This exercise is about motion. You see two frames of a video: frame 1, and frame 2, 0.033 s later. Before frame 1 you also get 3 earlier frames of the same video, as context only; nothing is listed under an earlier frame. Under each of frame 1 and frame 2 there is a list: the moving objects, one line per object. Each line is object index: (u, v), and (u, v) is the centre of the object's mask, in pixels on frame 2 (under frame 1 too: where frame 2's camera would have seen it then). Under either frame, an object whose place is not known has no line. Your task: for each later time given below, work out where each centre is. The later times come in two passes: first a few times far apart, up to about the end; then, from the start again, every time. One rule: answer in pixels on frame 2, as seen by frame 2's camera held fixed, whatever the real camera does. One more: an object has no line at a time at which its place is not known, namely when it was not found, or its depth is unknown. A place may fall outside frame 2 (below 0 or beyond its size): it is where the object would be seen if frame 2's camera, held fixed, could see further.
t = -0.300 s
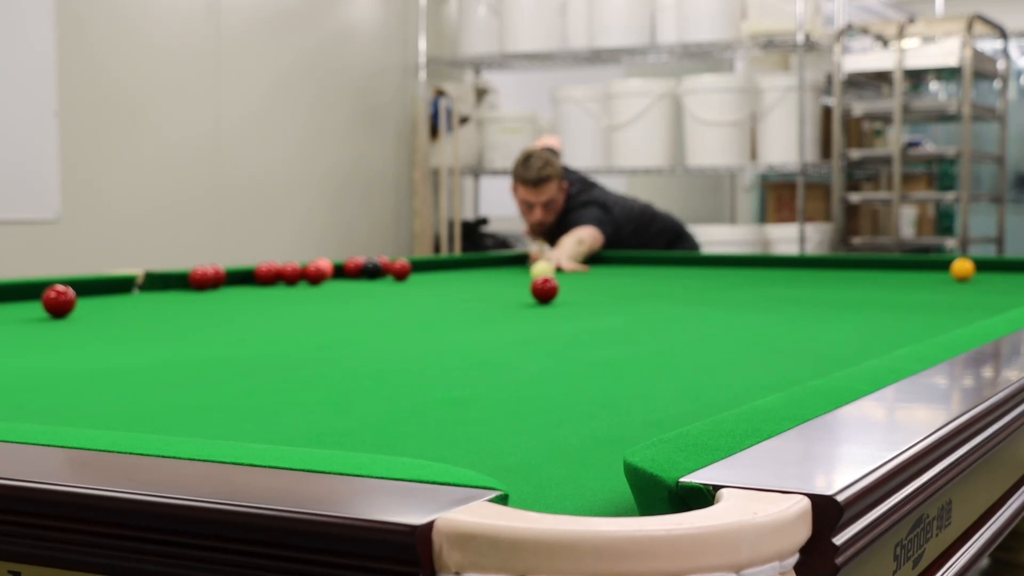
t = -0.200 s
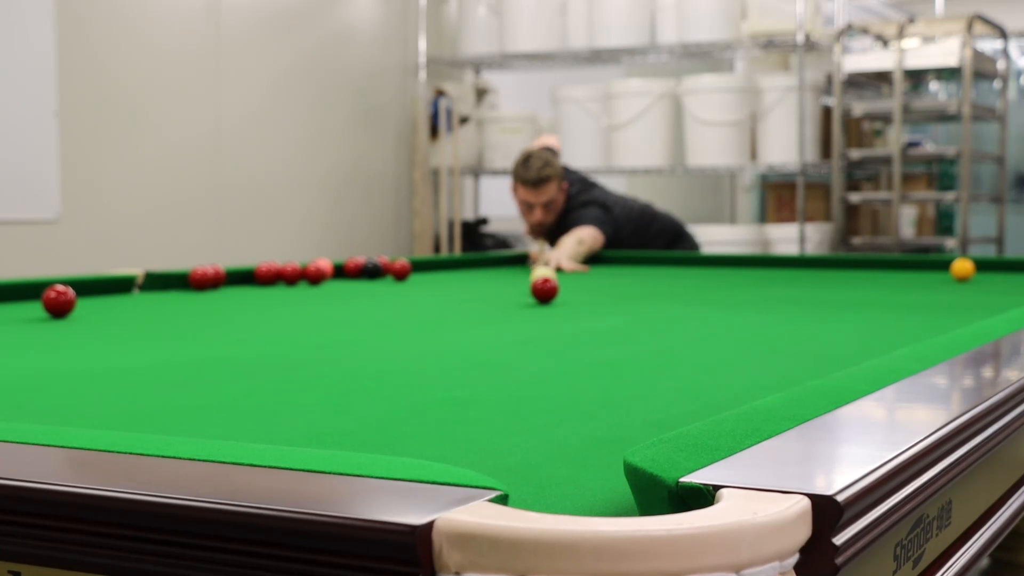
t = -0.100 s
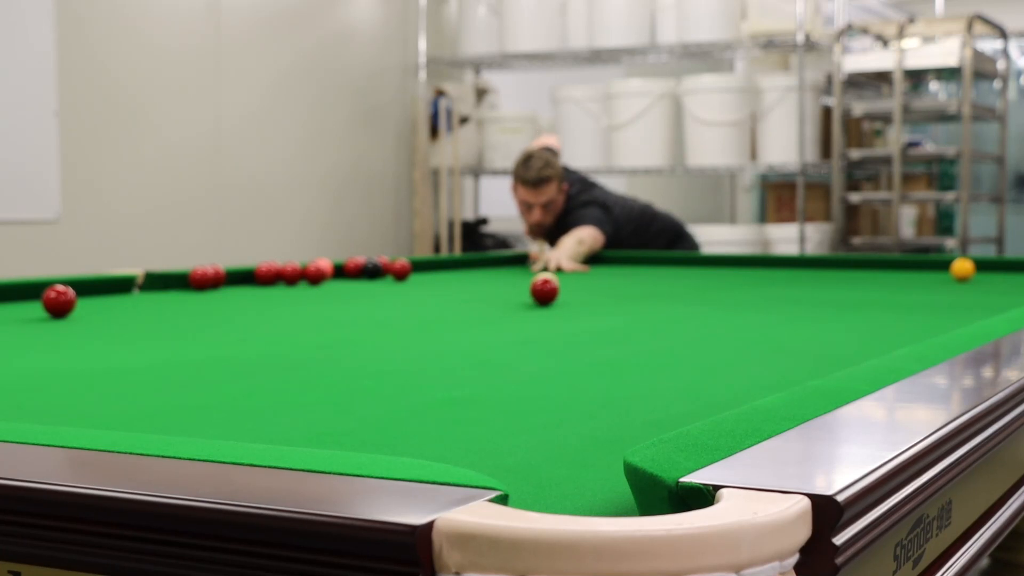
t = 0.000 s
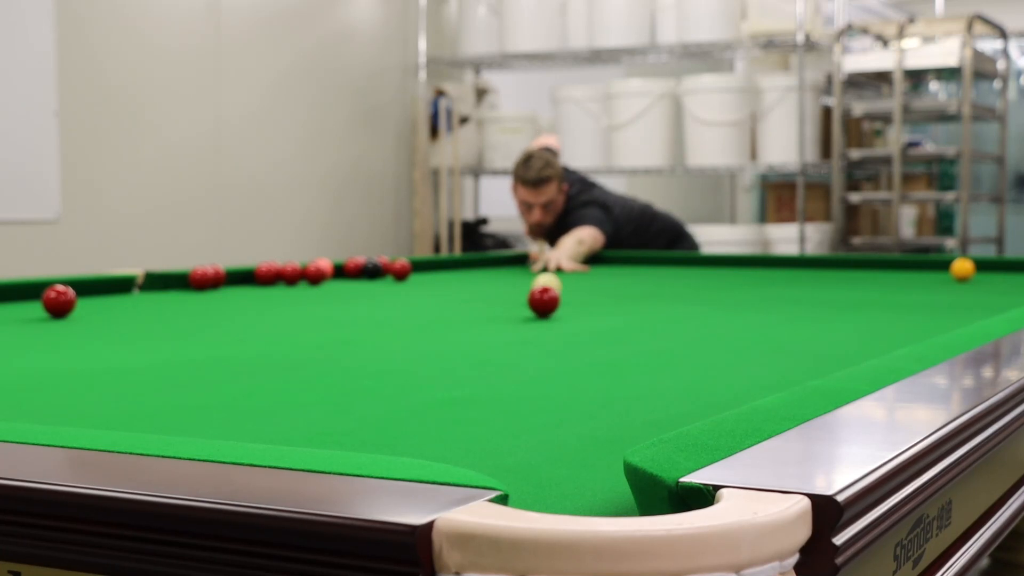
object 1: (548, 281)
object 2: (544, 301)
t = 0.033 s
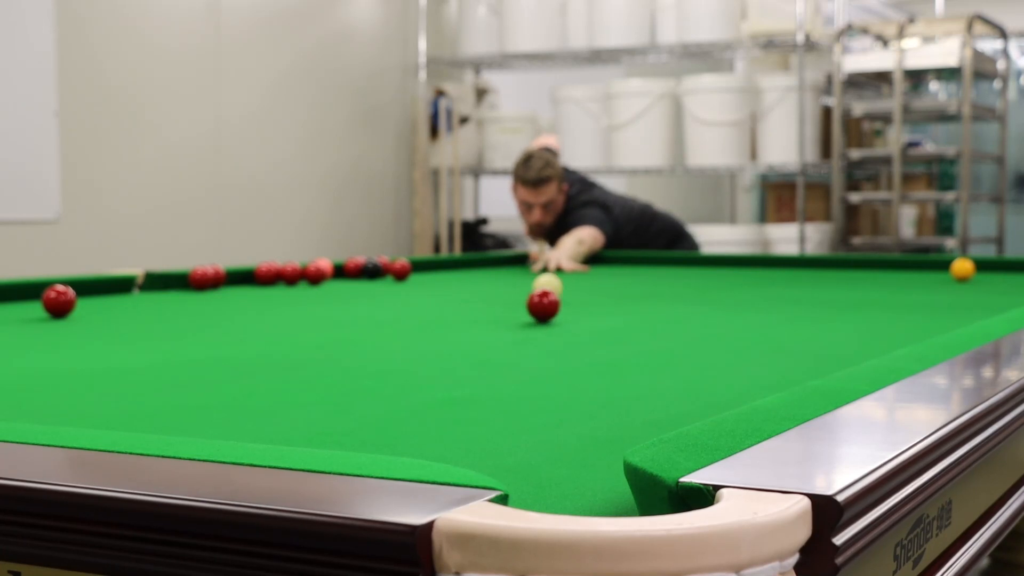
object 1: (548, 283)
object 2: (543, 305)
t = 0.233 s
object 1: (551, 291)
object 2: (541, 331)
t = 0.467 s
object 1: (555, 295)
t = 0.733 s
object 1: (560, 300)
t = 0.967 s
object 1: (565, 305)
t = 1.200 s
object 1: (570, 310)
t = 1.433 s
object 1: (576, 315)
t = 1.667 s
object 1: (581, 320)
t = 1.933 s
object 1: (588, 327)
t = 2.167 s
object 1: (593, 334)
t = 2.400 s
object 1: (599, 341)
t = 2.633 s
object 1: (606, 348)
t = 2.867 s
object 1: (611, 354)
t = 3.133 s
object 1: (619, 362)
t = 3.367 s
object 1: (625, 369)
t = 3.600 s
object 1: (630, 376)
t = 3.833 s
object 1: (636, 383)
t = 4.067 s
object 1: (640, 389)
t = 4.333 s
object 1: (643, 396)
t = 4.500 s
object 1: (645, 401)
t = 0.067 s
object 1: (548, 284)
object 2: (543, 307)
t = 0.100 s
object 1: (549, 286)
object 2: (542, 312)
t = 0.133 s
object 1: (550, 287)
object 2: (542, 317)
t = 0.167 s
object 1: (550, 288)
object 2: (542, 319)
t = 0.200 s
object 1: (550, 290)
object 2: (542, 325)
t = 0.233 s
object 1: (551, 291)
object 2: (541, 331)
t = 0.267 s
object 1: (551, 292)
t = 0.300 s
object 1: (552, 292)
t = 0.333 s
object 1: (553, 293)
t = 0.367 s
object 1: (553, 293)
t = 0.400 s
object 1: (554, 294)
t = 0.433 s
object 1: (554, 295)
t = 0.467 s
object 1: (555, 295)
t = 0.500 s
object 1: (556, 296)
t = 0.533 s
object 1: (556, 296)
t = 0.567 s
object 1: (557, 297)
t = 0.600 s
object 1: (557, 298)
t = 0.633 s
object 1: (558, 298)
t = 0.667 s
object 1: (559, 298)
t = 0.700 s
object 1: (559, 299)
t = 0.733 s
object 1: (560, 300)
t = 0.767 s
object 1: (561, 301)
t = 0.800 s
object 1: (561, 302)
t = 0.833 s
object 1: (562, 302)
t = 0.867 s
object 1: (563, 303)
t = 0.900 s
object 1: (563, 304)
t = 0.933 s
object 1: (564, 304)
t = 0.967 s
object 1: (565, 305)
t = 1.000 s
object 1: (566, 305)
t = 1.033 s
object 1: (566, 306)
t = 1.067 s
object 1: (567, 307)
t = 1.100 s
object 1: (568, 308)
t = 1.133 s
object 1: (569, 308)
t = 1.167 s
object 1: (569, 309)
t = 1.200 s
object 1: (570, 310)
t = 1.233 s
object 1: (571, 311)
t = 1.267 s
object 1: (572, 311)
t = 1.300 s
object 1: (572, 312)
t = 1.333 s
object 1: (573, 313)
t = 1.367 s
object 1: (574, 313)
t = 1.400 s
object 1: (575, 314)
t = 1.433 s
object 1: (576, 315)
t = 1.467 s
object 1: (576, 316)
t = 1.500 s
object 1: (577, 317)
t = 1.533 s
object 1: (578, 318)
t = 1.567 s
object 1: (579, 318)
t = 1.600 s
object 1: (579, 319)
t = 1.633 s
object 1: (580, 320)
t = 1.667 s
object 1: (581, 320)
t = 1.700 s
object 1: (582, 321)
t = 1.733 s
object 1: (583, 322)
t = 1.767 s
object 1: (583, 323)
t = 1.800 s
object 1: (584, 324)
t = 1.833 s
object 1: (585, 325)
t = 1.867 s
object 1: (586, 325)
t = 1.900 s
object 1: (587, 326)
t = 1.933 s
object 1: (588, 327)
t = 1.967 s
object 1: (588, 328)
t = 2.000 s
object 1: (589, 329)
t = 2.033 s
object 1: (590, 330)
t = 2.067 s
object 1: (591, 330)
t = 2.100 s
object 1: (592, 332)
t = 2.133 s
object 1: (593, 333)
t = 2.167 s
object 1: (593, 334)
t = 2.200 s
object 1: (594, 335)
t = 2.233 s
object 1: (595, 336)
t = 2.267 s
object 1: (596, 337)
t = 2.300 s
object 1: (597, 338)
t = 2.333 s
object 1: (598, 339)
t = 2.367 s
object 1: (598, 340)
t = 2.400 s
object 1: (599, 341)
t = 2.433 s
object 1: (600, 342)
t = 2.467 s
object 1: (601, 343)
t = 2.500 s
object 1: (602, 344)
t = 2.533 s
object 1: (603, 345)
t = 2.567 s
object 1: (603, 345)
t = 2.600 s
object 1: (604, 347)
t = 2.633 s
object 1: (606, 348)
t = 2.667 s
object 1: (606, 348)
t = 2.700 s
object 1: (607, 349)
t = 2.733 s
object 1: (608, 350)
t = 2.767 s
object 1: (609, 351)
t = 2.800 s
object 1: (610, 352)
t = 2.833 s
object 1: (611, 353)
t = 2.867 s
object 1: (611, 354)
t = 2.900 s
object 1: (612, 355)
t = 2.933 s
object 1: (613, 356)
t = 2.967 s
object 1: (614, 357)
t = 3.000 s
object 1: (615, 358)
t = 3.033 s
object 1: (616, 359)
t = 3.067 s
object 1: (617, 360)
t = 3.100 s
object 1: (618, 361)
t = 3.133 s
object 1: (619, 362)
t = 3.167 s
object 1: (620, 363)
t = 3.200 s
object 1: (621, 364)
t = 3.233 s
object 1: (622, 365)
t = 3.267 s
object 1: (622, 366)
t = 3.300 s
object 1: (623, 367)
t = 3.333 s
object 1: (624, 368)
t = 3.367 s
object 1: (625, 369)
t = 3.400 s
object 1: (625, 370)
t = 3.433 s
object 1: (627, 372)
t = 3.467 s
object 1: (627, 372)
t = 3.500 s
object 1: (628, 373)
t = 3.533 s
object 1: (629, 374)
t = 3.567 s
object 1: (629, 375)
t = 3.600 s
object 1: (630, 376)
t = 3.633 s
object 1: (631, 377)
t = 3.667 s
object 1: (632, 378)
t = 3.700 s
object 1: (633, 379)
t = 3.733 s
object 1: (634, 380)
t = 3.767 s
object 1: (634, 381)
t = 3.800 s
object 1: (635, 382)
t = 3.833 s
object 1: (636, 383)
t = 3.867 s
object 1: (636, 384)
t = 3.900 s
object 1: (637, 385)
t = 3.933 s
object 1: (638, 386)
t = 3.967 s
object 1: (638, 387)
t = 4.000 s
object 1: (639, 388)
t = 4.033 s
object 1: (640, 389)
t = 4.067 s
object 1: (640, 389)
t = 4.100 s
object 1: (641, 390)
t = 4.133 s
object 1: (641, 391)
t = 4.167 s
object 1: (641, 392)
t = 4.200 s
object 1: (642, 393)
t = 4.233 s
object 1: (642, 394)
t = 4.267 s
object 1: (642, 394)
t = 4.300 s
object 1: (642, 395)
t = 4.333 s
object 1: (643, 396)
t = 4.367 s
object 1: (643, 397)
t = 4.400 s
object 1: (644, 398)
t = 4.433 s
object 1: (644, 399)
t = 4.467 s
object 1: (644, 400)
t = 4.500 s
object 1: (645, 401)
